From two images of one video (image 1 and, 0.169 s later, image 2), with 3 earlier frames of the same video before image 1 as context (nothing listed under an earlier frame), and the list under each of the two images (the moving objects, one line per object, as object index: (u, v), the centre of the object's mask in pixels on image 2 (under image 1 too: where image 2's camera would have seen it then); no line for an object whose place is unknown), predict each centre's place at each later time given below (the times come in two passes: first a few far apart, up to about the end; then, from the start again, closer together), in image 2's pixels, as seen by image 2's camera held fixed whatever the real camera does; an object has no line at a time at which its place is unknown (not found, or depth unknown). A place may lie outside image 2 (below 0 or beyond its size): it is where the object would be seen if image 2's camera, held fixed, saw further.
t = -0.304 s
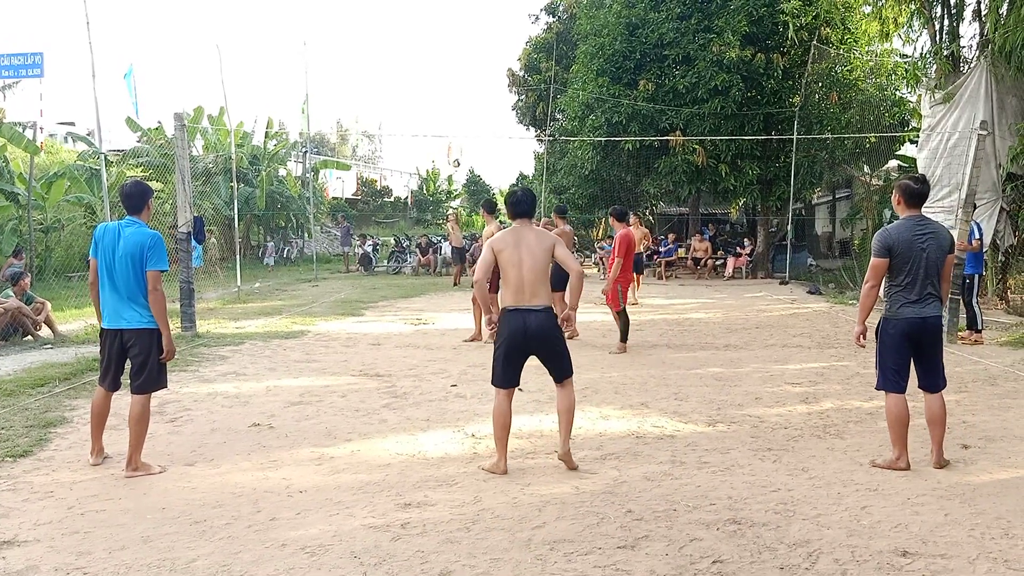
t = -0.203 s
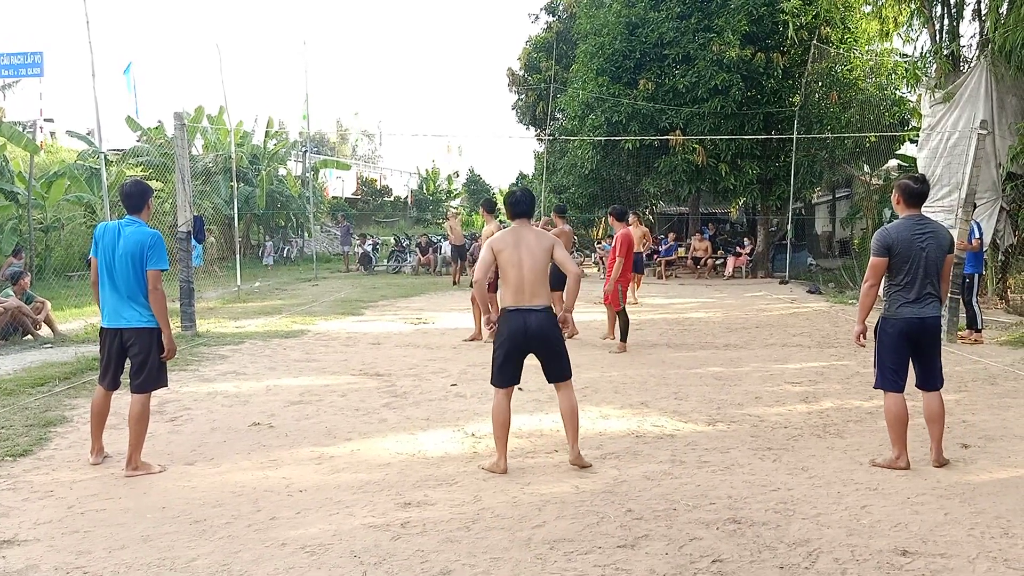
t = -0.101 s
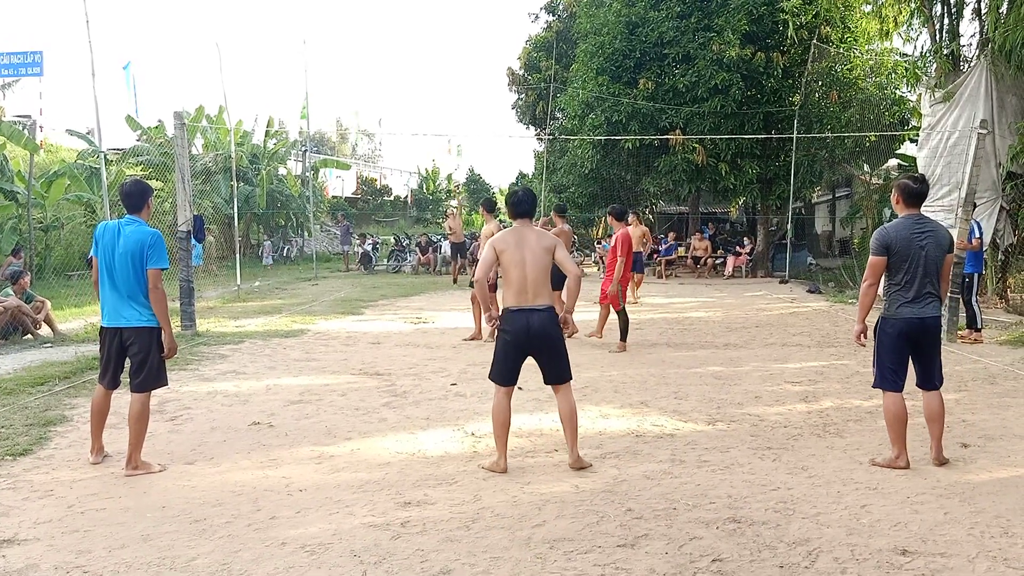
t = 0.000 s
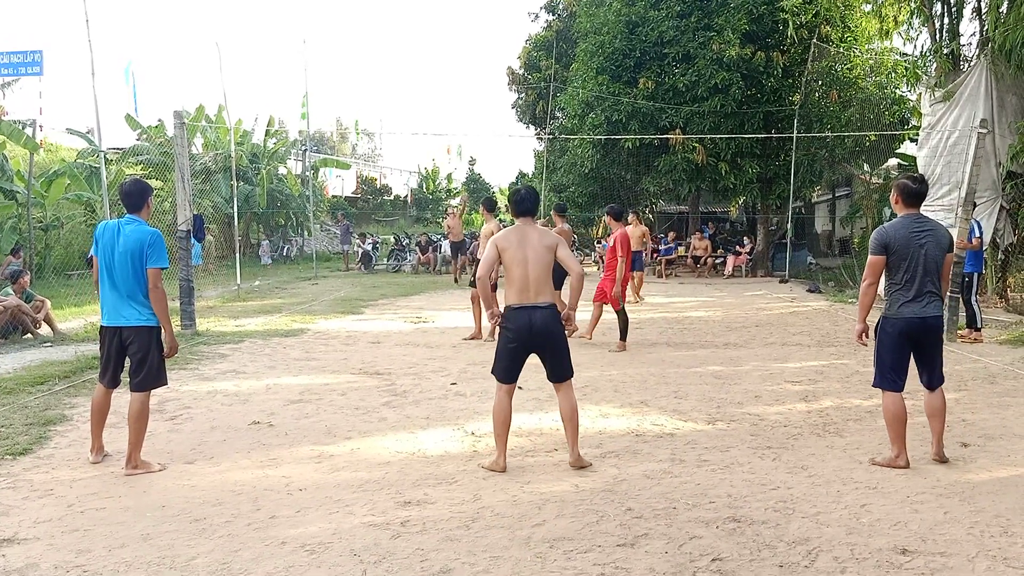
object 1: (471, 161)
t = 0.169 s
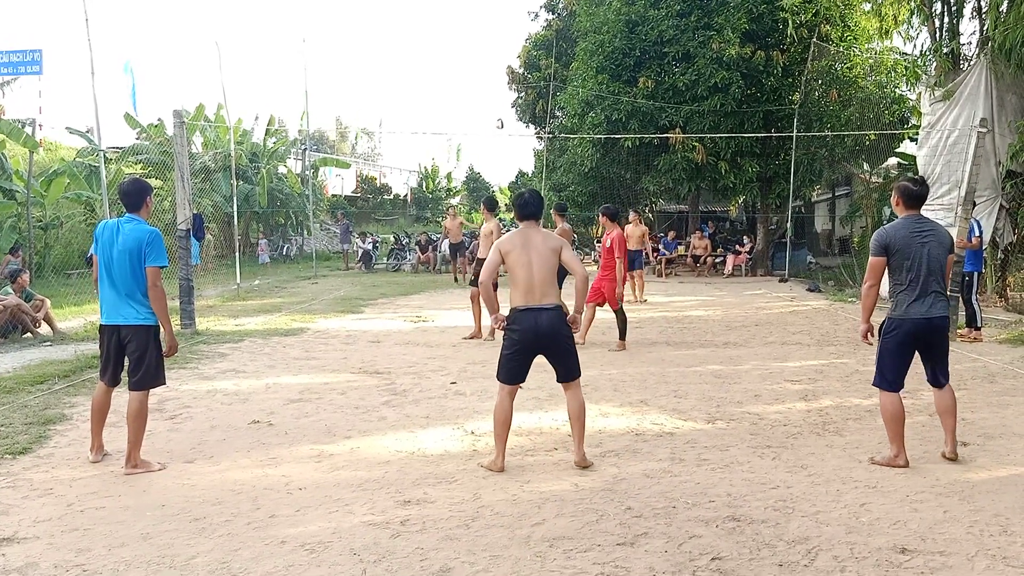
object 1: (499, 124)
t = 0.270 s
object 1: (521, 105)
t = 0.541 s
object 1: (593, 76)
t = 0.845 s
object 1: (720, 104)
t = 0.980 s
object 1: (799, 152)
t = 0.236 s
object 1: (515, 111)
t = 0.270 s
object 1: (521, 105)
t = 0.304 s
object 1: (529, 100)
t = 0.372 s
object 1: (545, 90)
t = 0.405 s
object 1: (554, 87)
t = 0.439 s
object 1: (563, 83)
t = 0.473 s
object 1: (572, 80)
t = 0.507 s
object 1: (582, 78)
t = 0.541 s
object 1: (593, 76)
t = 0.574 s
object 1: (604, 76)
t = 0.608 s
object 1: (616, 76)
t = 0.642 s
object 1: (629, 77)
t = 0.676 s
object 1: (642, 79)
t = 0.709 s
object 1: (656, 82)
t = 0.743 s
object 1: (671, 85)
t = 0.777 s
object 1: (686, 91)
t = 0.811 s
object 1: (703, 97)
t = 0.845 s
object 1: (720, 104)
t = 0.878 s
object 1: (738, 113)
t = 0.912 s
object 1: (758, 124)
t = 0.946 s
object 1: (778, 137)
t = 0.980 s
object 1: (799, 152)
